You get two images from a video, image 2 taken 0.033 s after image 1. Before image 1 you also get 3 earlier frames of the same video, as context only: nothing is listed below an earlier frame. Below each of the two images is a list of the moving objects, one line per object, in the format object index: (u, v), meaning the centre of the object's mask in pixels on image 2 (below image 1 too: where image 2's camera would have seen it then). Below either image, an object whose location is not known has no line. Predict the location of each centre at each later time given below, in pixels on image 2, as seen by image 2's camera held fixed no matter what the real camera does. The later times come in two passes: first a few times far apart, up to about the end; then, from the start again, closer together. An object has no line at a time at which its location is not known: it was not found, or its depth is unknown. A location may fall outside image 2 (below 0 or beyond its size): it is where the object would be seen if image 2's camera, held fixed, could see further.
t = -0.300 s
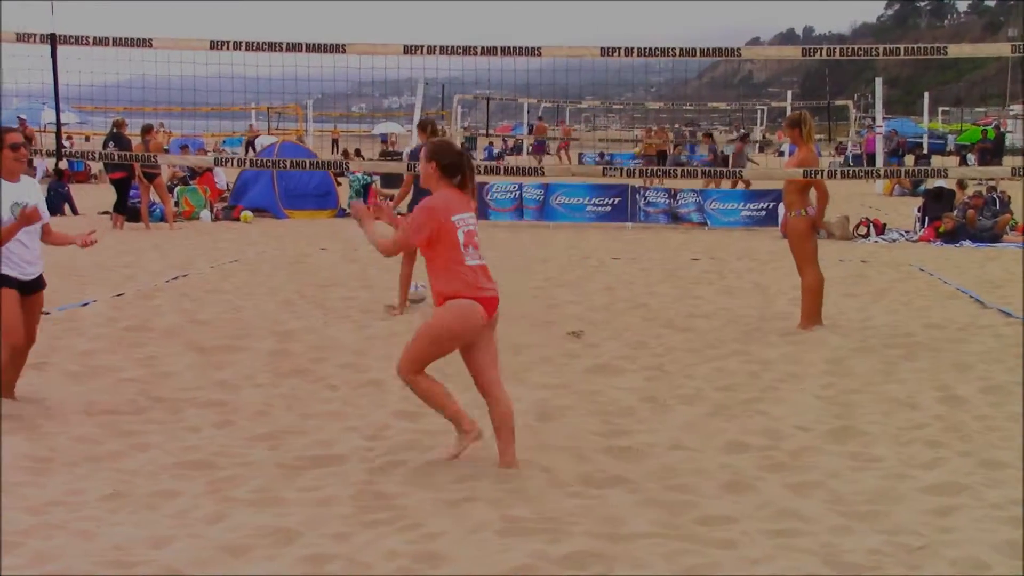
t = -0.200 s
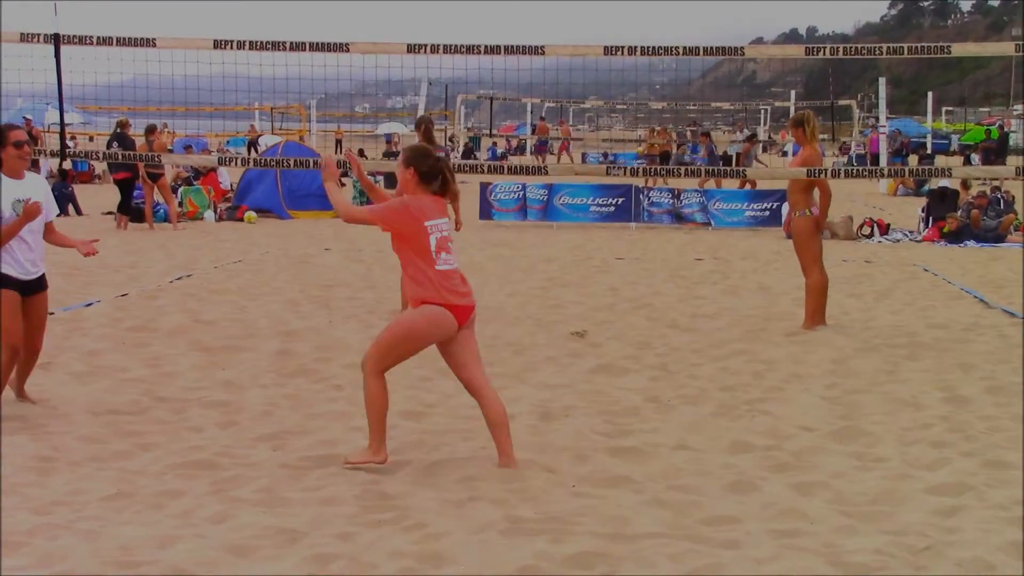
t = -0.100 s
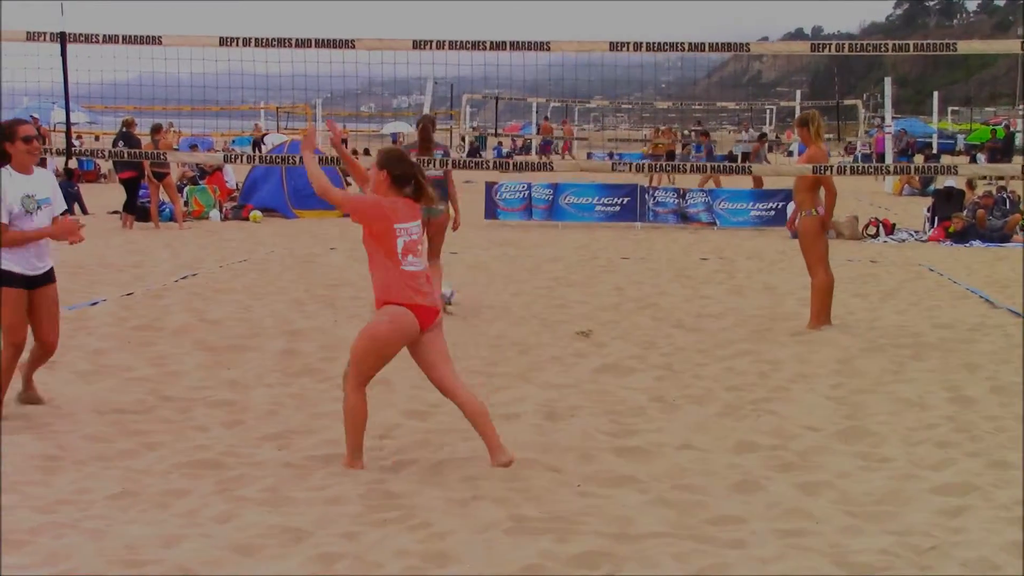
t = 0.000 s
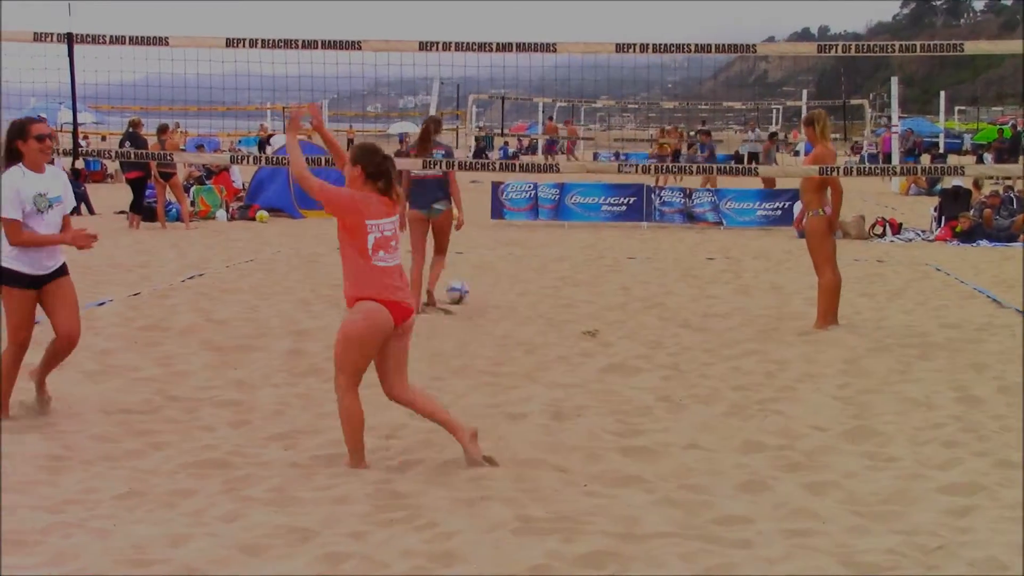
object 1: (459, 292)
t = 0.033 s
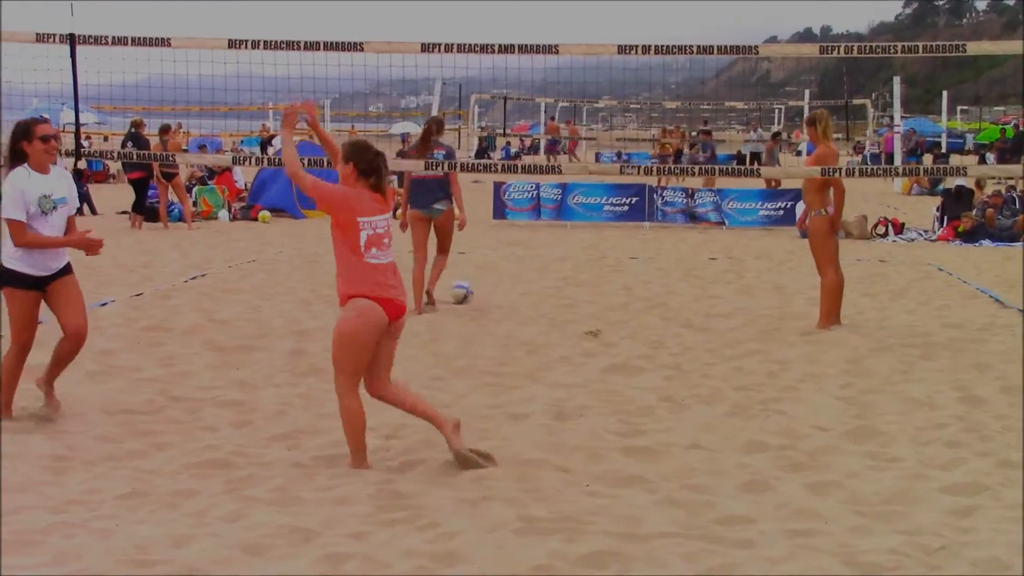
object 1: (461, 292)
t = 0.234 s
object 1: (476, 291)
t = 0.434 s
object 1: (486, 290)
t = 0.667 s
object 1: (499, 292)
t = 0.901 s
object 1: (506, 288)
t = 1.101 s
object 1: (507, 288)
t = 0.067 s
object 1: (465, 293)
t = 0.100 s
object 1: (467, 293)
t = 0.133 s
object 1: (470, 292)
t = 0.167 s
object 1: (472, 293)
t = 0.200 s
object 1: (475, 292)
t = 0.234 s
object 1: (476, 291)
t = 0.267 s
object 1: (478, 291)
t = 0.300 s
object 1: (480, 290)
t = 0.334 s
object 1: (481, 289)
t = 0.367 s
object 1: (483, 289)
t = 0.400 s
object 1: (484, 289)
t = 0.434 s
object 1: (486, 290)
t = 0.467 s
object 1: (487, 290)
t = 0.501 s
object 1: (489, 291)
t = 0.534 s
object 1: (491, 291)
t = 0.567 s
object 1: (493, 292)
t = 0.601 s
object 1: (494, 292)
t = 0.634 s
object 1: (497, 292)
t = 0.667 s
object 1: (499, 292)
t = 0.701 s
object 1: (500, 291)
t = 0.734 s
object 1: (502, 291)
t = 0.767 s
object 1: (504, 291)
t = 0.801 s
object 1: (504, 291)
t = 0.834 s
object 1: (505, 290)
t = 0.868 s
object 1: (506, 289)
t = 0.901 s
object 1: (506, 288)
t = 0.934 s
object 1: (506, 288)
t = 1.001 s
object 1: (507, 288)
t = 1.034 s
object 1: (507, 288)
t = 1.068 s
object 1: (507, 288)
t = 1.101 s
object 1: (507, 288)
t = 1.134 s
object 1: (507, 288)
